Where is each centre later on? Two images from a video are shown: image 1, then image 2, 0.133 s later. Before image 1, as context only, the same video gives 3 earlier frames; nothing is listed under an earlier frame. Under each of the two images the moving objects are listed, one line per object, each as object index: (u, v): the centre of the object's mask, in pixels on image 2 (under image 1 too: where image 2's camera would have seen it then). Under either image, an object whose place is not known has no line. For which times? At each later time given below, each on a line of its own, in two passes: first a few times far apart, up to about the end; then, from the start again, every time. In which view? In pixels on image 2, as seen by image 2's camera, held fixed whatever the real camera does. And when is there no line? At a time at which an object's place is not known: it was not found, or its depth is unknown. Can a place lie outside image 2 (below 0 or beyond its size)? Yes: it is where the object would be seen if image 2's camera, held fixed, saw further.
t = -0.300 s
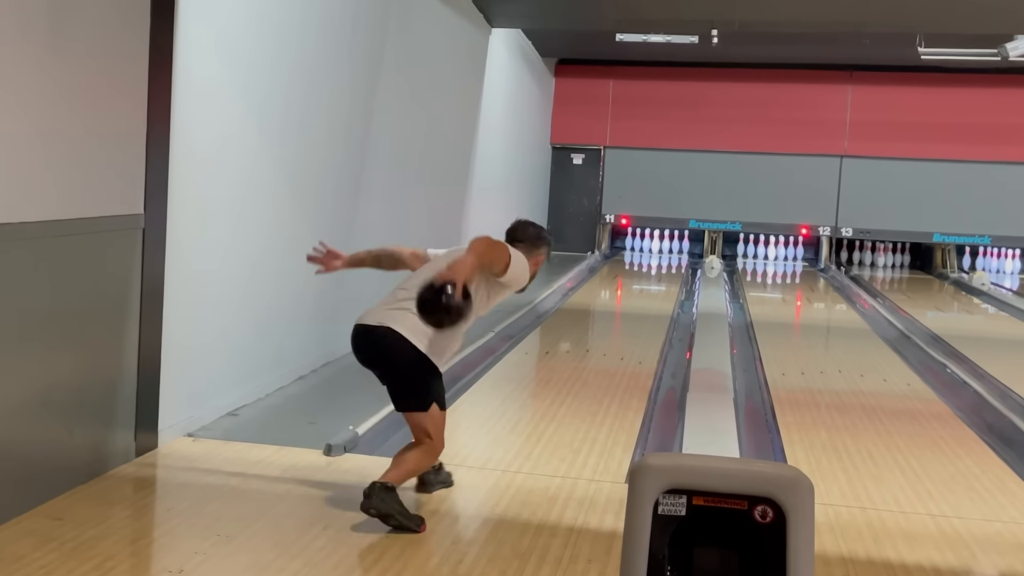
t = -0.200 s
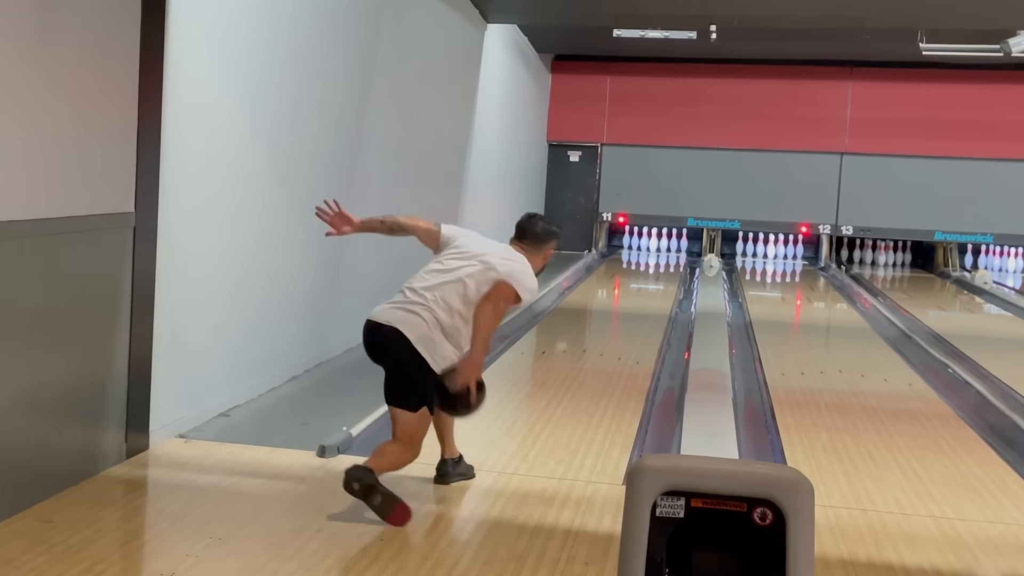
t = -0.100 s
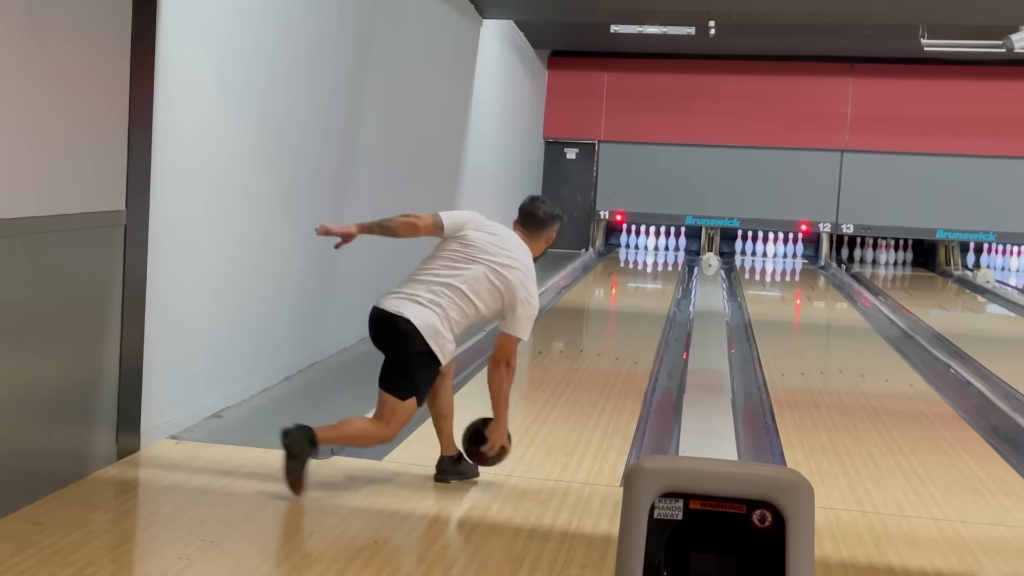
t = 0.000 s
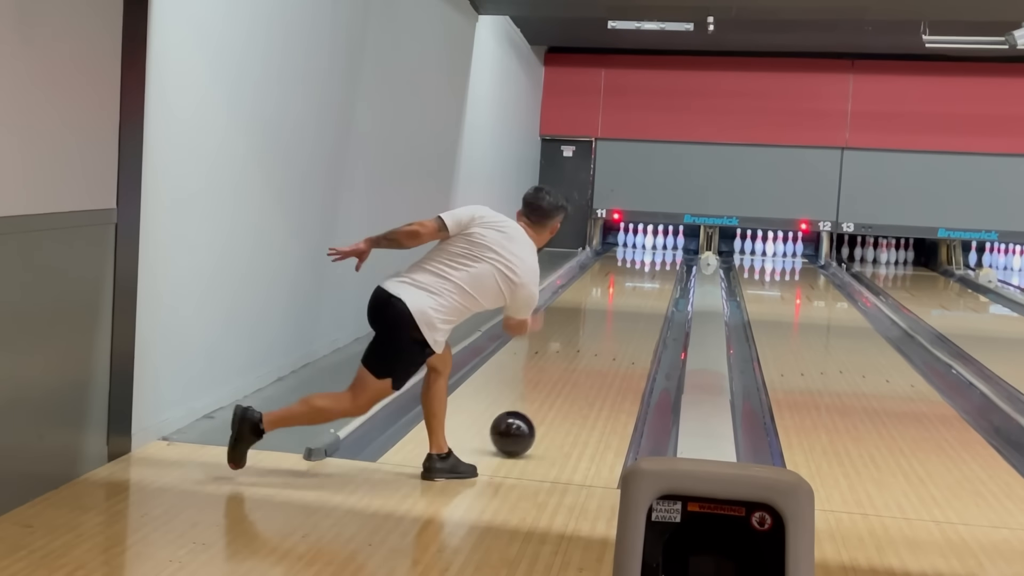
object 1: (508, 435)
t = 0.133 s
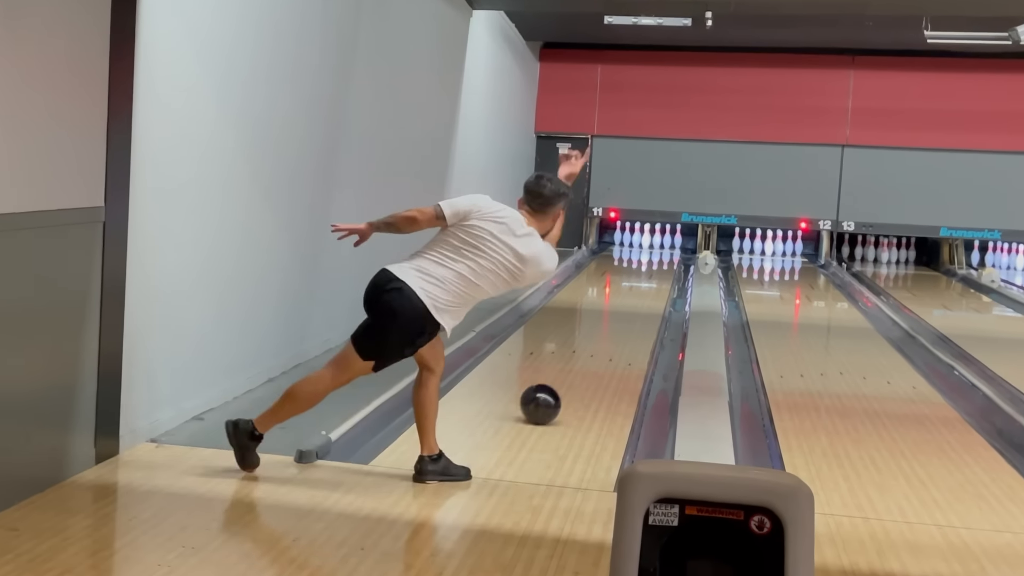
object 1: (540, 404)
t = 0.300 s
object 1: (570, 372)
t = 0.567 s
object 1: (603, 337)
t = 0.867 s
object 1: (627, 309)
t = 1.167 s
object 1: (643, 288)
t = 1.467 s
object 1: (651, 272)
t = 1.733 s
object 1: (655, 261)
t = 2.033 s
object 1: (655, 251)
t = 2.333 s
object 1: (652, 243)
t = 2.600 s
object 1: (654, 239)
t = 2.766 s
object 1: (653, 239)
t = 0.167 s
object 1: (547, 397)
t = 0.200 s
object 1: (553, 391)
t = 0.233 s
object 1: (559, 384)
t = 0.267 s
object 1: (565, 378)
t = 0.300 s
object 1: (570, 372)
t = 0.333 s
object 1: (575, 367)
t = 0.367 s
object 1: (579, 362)
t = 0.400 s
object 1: (584, 358)
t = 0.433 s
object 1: (587, 353)
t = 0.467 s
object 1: (591, 349)
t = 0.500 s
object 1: (595, 345)
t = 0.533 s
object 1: (599, 341)
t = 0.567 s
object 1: (603, 337)
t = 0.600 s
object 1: (606, 333)
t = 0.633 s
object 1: (609, 330)
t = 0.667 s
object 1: (612, 327)
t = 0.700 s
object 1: (615, 324)
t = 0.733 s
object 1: (618, 321)
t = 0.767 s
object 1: (620, 318)
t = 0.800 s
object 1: (623, 315)
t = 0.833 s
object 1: (625, 312)
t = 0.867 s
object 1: (627, 309)
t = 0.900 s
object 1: (630, 307)
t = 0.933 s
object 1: (632, 304)
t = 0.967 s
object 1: (634, 301)
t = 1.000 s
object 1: (635, 299)
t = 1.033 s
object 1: (637, 297)
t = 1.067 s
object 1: (639, 294)
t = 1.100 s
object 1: (640, 292)
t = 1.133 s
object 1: (642, 290)
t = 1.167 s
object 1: (643, 288)
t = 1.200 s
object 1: (644, 286)
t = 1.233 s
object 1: (645, 284)
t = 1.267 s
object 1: (646, 282)
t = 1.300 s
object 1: (647, 281)
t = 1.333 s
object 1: (648, 279)
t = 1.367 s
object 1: (649, 277)
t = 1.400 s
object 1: (650, 276)
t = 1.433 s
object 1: (650, 274)
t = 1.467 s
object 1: (651, 272)
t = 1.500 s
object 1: (652, 271)
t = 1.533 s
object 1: (653, 269)
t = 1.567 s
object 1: (653, 268)
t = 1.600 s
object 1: (654, 267)
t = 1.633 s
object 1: (654, 265)
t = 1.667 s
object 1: (654, 264)
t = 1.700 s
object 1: (655, 263)
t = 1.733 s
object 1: (655, 261)
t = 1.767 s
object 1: (655, 260)
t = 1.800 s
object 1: (656, 259)
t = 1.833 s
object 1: (656, 257)
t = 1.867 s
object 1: (655, 256)
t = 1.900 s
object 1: (656, 255)
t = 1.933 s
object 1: (655, 254)
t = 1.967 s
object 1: (655, 253)
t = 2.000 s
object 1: (655, 252)
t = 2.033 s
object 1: (655, 251)
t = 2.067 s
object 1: (655, 250)
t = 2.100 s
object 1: (655, 249)
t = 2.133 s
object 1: (654, 248)
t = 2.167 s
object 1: (654, 247)
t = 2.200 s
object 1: (653, 246)
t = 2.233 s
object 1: (653, 245)
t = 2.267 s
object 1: (653, 244)
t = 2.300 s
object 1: (652, 244)
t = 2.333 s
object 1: (652, 243)
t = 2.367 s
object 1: (651, 242)
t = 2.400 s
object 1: (650, 241)
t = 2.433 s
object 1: (651, 241)
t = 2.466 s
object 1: (652, 240)
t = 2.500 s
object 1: (653, 240)
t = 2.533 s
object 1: (654, 239)
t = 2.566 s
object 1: (654, 239)
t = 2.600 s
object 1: (654, 239)
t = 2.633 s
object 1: (654, 238)
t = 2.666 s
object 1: (654, 238)
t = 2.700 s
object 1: (653, 238)
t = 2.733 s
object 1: (653, 239)
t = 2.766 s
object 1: (653, 239)
